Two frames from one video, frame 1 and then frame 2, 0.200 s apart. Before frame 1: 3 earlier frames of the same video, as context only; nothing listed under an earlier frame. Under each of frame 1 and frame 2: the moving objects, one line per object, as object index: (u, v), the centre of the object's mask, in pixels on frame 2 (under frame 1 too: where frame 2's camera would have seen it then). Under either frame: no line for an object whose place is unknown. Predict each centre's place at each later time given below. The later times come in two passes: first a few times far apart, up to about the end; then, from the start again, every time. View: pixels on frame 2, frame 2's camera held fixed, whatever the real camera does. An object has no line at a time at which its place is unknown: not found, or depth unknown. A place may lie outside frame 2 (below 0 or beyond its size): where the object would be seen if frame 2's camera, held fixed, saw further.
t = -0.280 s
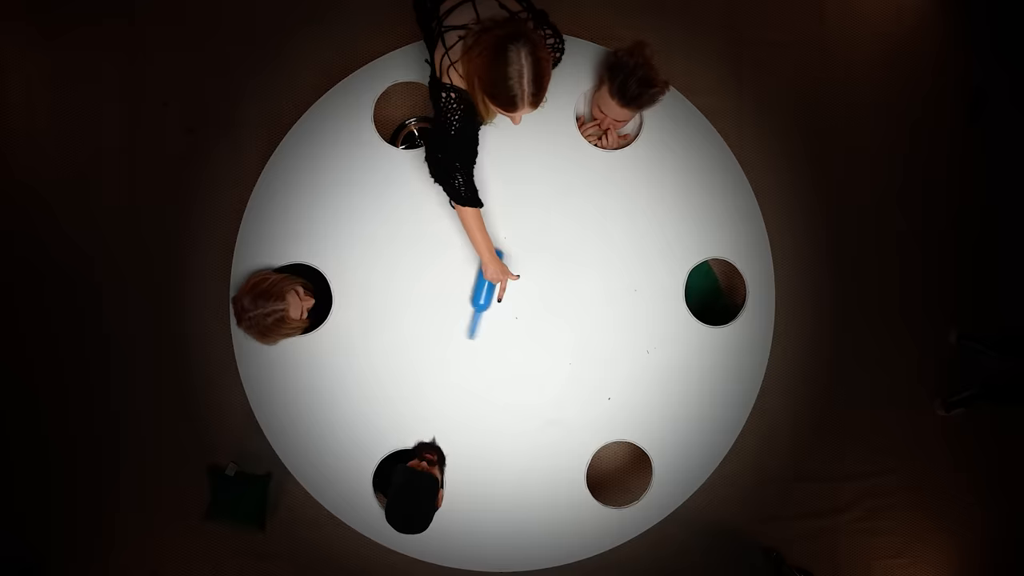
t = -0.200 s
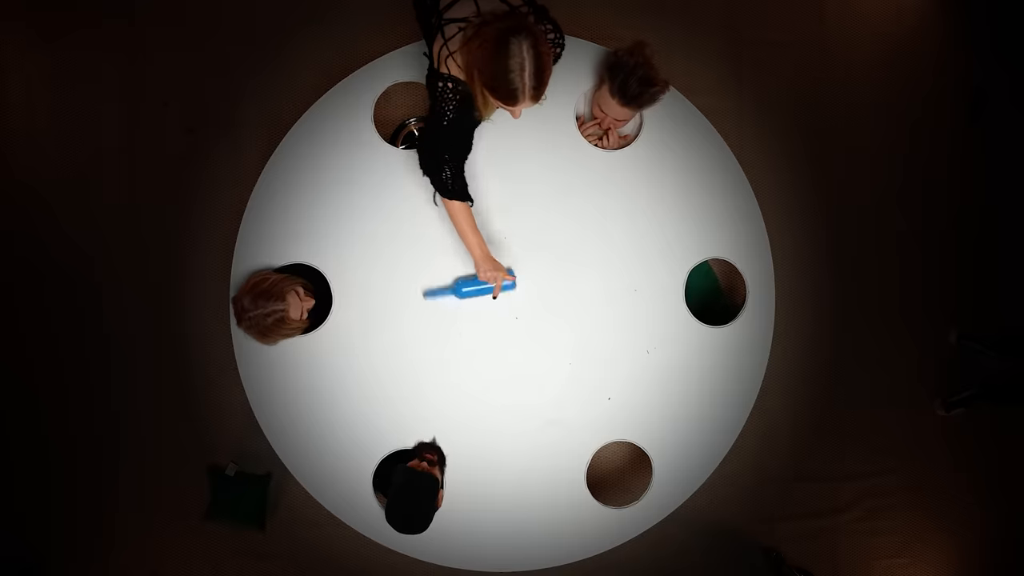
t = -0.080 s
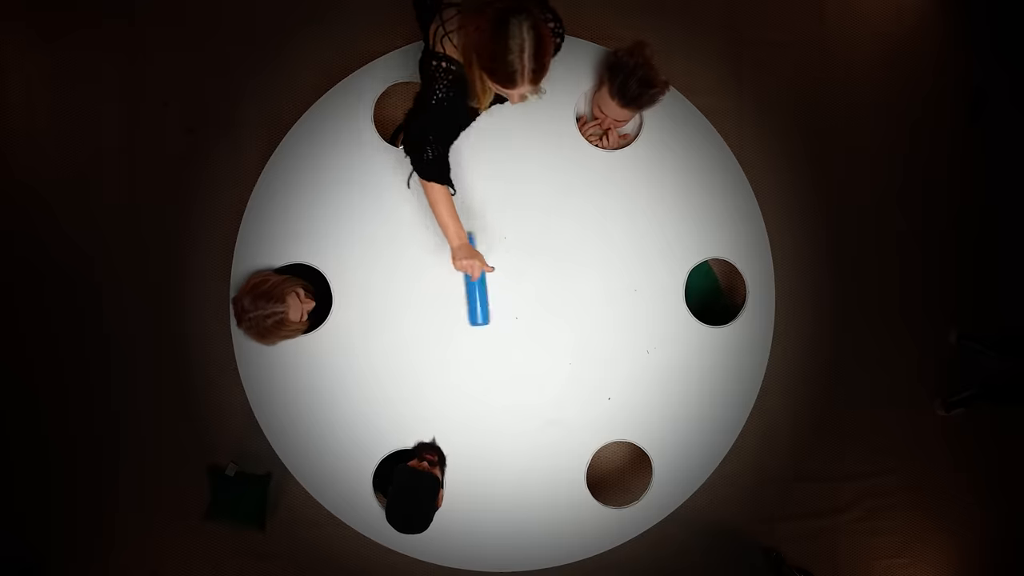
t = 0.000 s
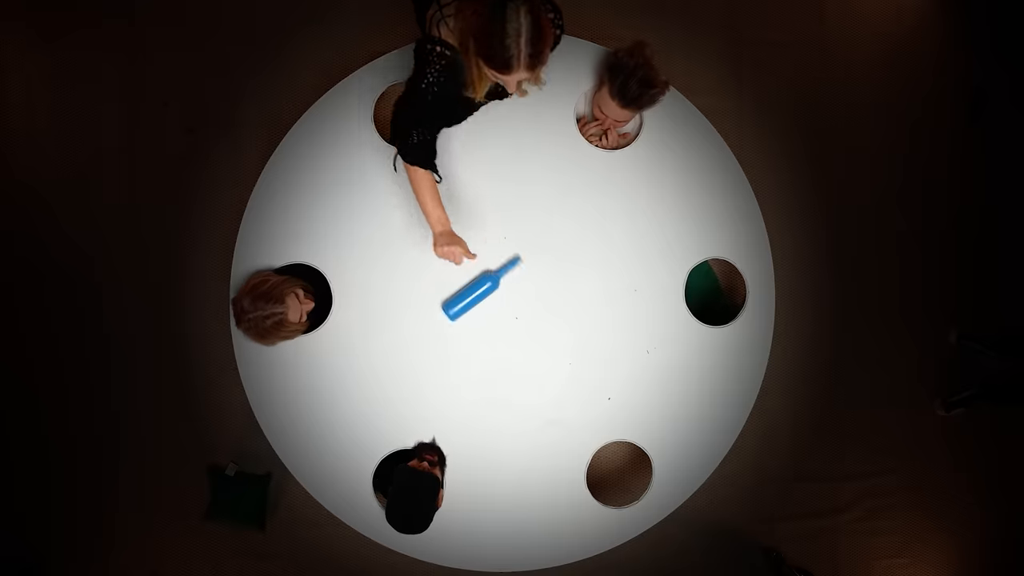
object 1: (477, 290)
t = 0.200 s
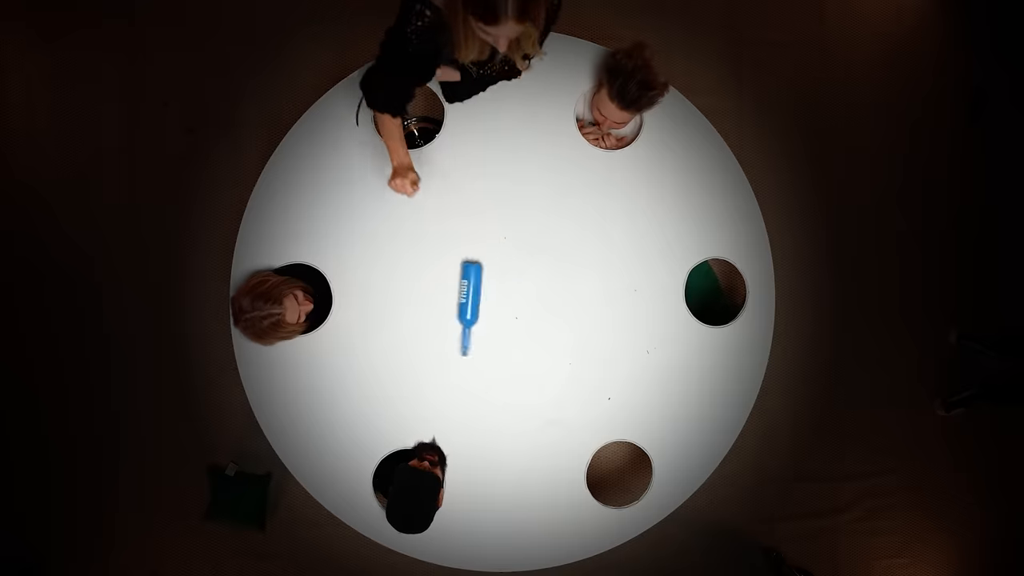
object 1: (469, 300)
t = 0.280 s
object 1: (465, 300)
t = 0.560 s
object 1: (464, 300)
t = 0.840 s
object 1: (466, 303)
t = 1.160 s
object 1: (464, 304)
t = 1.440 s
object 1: (462, 306)
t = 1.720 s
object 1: (457, 310)
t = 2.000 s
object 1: (449, 315)
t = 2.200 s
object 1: (443, 320)
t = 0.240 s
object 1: (466, 301)
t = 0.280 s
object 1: (465, 300)
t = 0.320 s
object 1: (463, 300)
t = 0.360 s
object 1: (463, 299)
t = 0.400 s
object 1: (463, 299)
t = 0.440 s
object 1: (463, 299)
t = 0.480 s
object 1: (463, 299)
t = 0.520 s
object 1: (464, 299)
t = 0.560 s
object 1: (464, 300)
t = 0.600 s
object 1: (464, 300)
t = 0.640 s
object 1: (465, 301)
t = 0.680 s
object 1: (465, 302)
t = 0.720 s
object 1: (466, 302)
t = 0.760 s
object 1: (466, 303)
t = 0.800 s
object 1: (466, 303)
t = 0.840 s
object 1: (466, 303)
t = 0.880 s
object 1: (466, 303)
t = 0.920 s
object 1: (466, 304)
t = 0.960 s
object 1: (466, 304)
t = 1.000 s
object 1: (466, 304)
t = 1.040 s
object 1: (465, 304)
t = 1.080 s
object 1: (465, 304)
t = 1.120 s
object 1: (465, 304)
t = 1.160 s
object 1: (464, 304)
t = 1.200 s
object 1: (464, 305)
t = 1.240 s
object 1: (464, 305)
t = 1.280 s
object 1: (464, 305)
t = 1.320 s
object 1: (463, 305)
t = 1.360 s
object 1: (463, 306)
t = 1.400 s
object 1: (463, 306)
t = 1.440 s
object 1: (462, 306)
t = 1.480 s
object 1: (461, 307)
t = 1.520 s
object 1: (461, 307)
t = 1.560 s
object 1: (460, 308)
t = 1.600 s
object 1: (459, 308)
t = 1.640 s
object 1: (458, 308)
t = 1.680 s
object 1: (458, 309)
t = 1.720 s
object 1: (457, 310)
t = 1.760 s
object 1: (456, 310)
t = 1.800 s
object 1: (455, 311)
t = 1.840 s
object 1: (454, 312)
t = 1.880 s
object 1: (452, 313)
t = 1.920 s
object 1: (451, 314)
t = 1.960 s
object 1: (450, 315)
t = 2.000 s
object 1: (449, 315)
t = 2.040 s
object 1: (447, 316)
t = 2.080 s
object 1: (446, 317)
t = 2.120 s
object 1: (445, 318)
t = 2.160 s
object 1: (444, 319)
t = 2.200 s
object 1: (443, 320)
